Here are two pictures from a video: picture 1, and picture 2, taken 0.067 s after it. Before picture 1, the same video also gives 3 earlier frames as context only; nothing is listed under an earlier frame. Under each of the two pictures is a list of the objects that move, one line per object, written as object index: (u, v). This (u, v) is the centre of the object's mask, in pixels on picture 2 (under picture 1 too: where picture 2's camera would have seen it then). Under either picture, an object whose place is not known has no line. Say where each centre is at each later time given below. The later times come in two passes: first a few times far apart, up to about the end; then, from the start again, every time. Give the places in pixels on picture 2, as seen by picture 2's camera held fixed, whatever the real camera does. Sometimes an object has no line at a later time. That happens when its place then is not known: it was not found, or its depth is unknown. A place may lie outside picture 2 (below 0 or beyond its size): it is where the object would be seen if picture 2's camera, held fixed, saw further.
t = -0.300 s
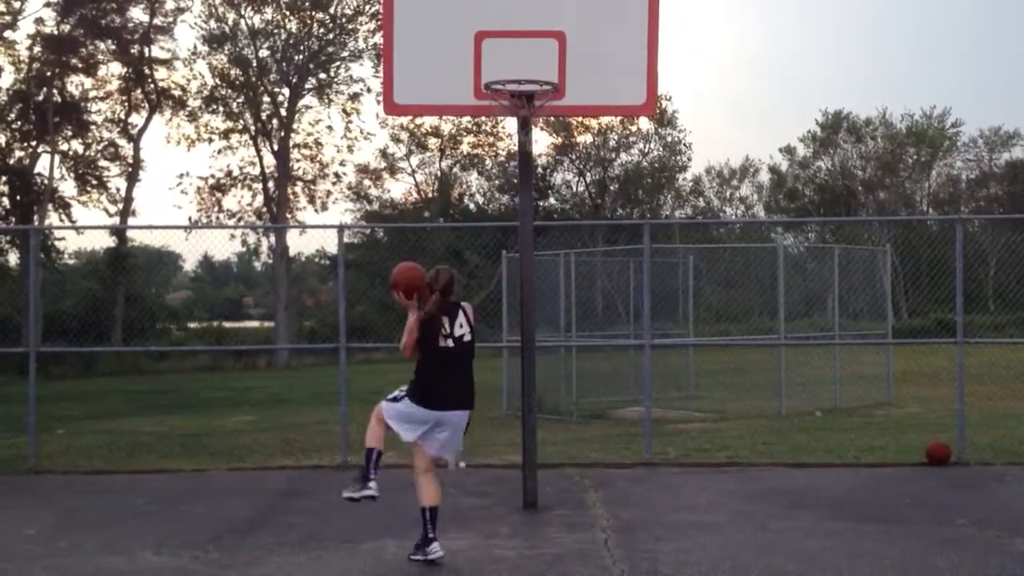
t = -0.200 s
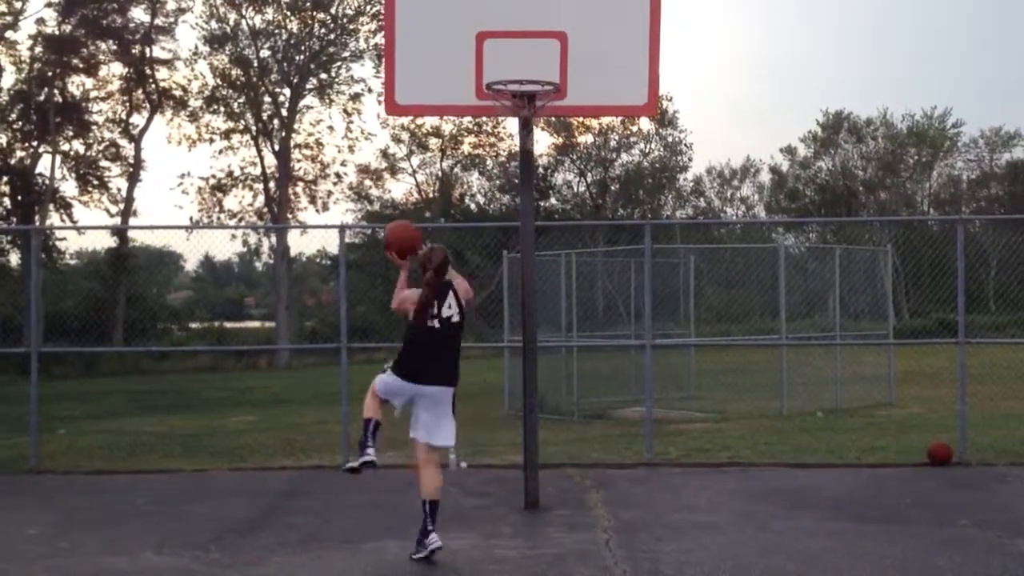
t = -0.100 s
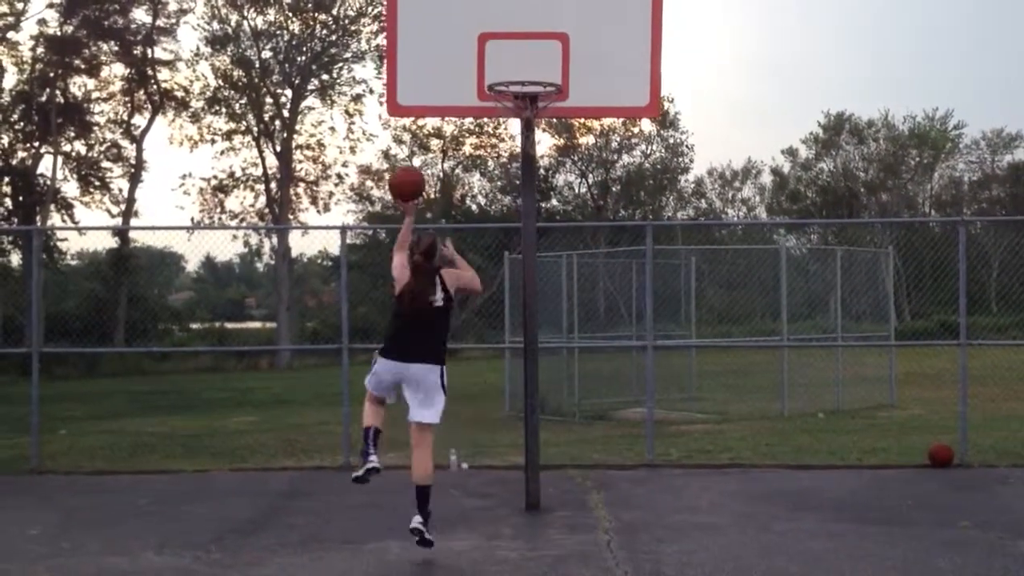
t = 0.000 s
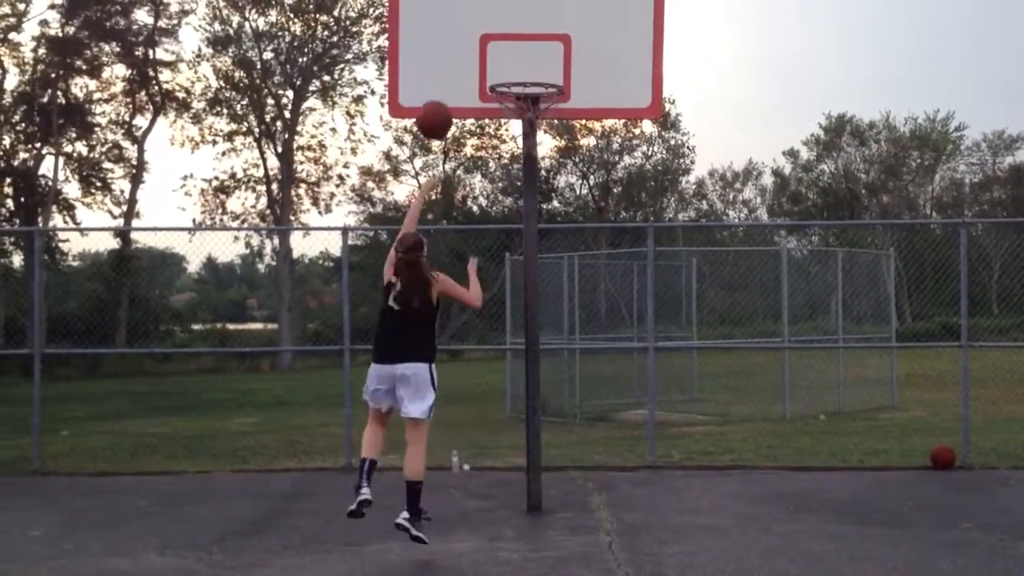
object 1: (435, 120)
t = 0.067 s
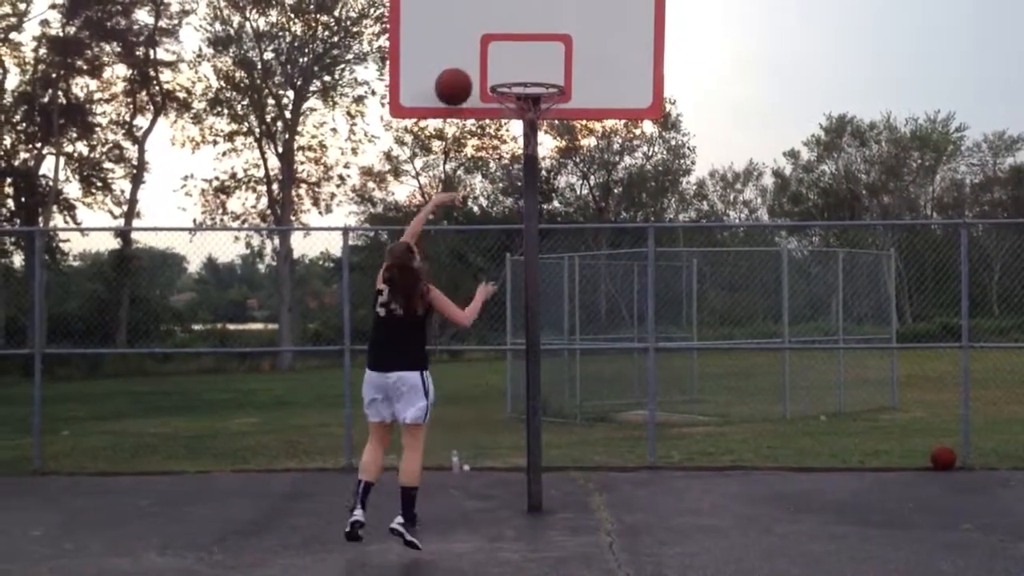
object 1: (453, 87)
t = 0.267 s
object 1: (494, 41)
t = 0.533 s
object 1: (528, 69)
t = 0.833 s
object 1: (516, 76)
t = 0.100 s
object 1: (462, 73)
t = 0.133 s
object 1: (471, 61)
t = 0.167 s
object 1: (480, 52)
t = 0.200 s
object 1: (486, 45)
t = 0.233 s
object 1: (490, 42)
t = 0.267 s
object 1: (494, 41)
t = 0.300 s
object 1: (498, 41)
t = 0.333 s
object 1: (502, 43)
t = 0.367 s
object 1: (507, 47)
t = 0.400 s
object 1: (512, 53)
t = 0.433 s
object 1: (516, 59)
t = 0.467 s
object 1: (520, 66)
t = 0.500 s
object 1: (525, 70)
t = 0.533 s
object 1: (528, 69)
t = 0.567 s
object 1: (531, 67)
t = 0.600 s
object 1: (534, 67)
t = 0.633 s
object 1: (537, 68)
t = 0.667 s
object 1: (540, 70)
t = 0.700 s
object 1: (543, 73)
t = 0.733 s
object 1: (537, 72)
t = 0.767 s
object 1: (530, 72)
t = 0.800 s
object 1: (523, 74)
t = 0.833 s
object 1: (516, 76)
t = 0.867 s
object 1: (513, 78)
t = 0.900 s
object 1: (512, 96)
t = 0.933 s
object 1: (510, 103)
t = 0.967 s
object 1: (510, 110)
